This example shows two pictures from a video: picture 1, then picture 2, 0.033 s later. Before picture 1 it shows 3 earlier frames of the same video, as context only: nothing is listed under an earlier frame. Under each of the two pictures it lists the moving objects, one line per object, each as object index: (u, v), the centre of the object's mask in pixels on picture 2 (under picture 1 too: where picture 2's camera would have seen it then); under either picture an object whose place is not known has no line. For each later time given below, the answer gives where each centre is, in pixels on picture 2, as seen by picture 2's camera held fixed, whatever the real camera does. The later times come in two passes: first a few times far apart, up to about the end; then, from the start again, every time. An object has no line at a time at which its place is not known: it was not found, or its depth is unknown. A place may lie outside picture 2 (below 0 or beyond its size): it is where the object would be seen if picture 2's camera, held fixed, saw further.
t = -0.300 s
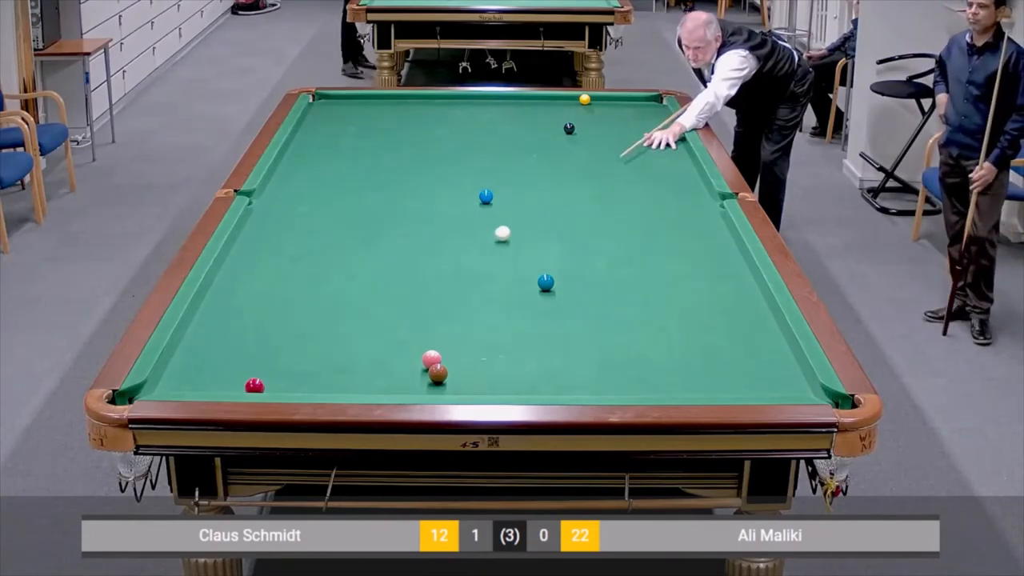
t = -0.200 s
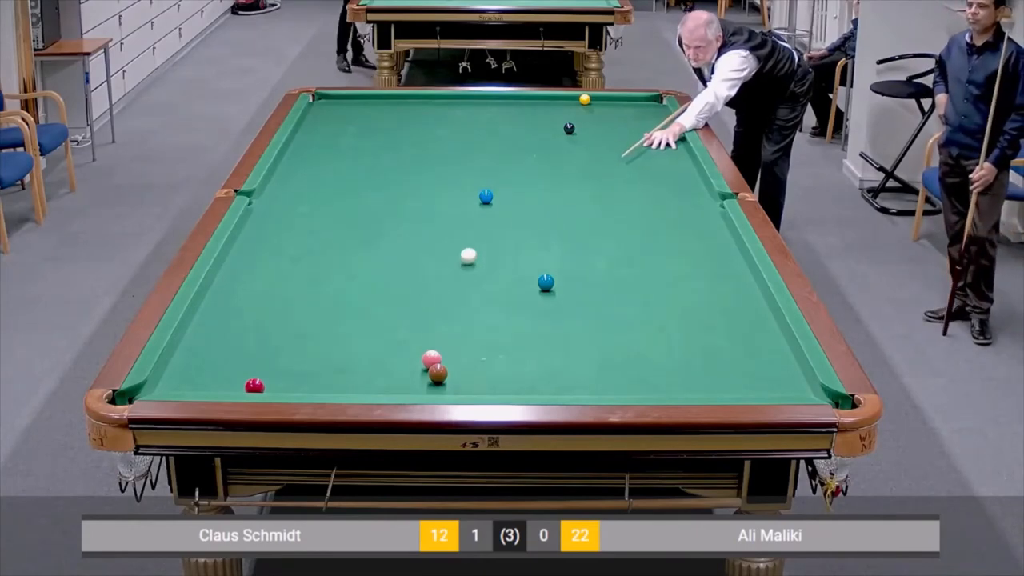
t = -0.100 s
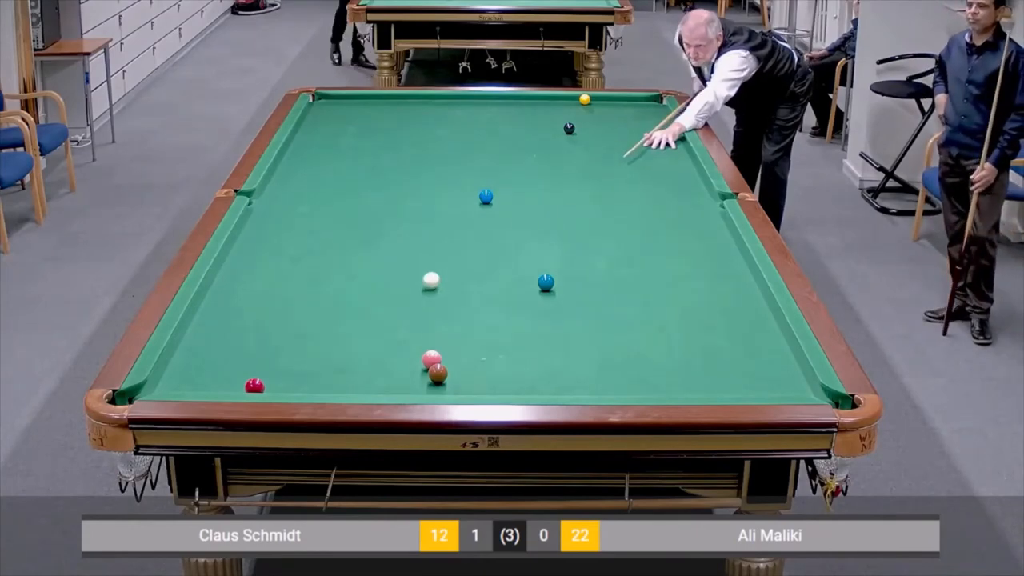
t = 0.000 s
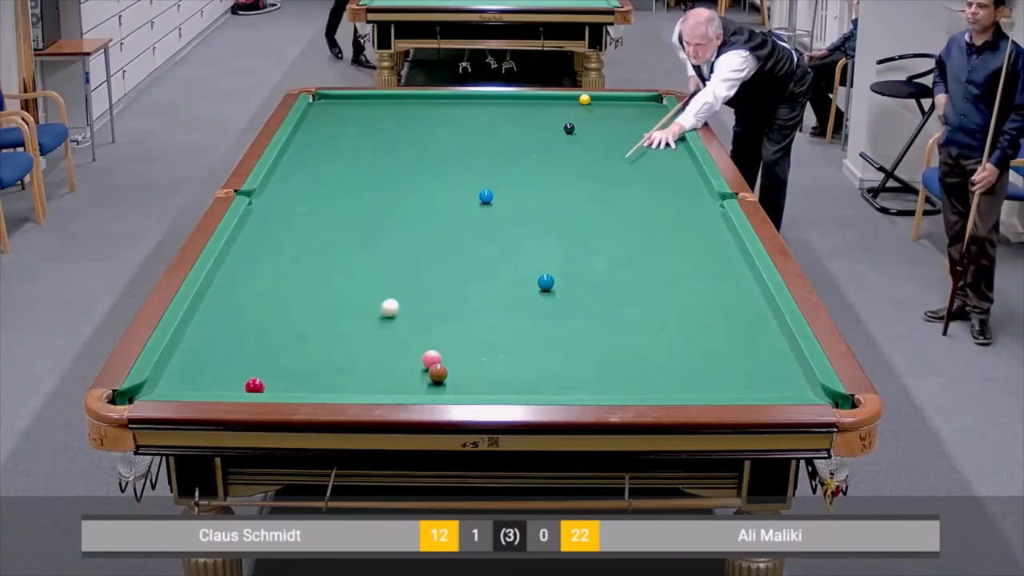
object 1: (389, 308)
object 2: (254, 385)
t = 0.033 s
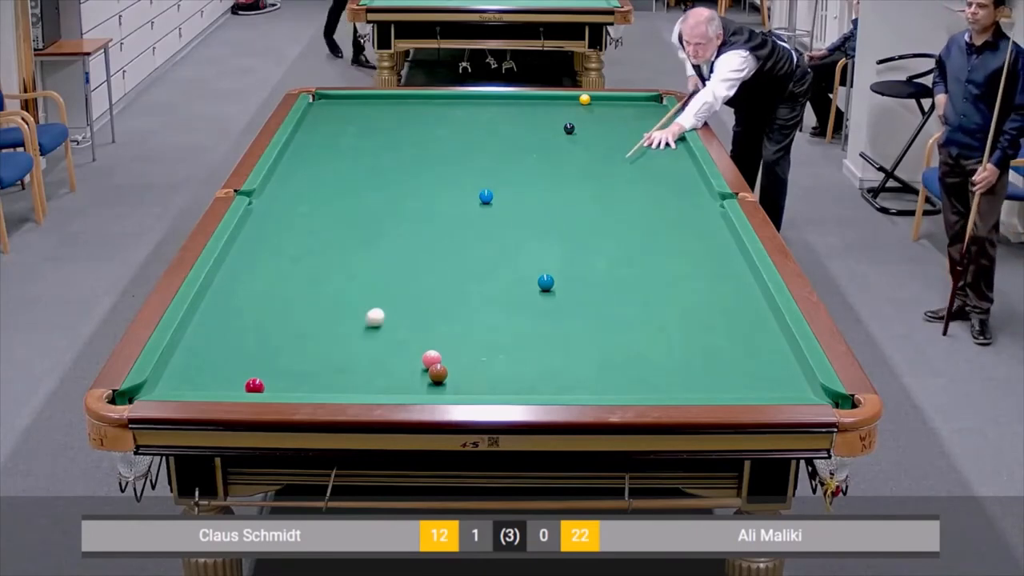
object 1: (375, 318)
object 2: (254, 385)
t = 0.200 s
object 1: (294, 372)
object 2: (254, 385)
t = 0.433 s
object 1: (312, 364)
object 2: (163, 378)
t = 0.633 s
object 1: (337, 337)
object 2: (218, 366)
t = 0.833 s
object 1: (350, 318)
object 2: (274, 355)
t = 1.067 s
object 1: (365, 298)
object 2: (335, 344)
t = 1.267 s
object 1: (376, 283)
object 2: (385, 335)
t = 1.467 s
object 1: (386, 269)
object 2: (432, 326)
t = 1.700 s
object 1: (398, 254)
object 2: (483, 316)
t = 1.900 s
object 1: (407, 243)
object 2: (524, 308)
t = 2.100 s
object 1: (415, 232)
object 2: (562, 301)
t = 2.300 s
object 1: (423, 222)
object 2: (598, 294)
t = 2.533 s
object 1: (431, 212)
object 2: (637, 287)
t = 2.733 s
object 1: (438, 204)
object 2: (668, 281)
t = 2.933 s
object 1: (444, 196)
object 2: (697, 276)
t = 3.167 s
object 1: (451, 188)
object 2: (729, 271)
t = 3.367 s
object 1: (456, 182)
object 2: (744, 266)
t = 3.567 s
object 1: (461, 176)
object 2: (727, 263)
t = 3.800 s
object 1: (466, 170)
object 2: (709, 259)
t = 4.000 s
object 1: (471, 165)
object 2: (694, 256)
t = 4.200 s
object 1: (474, 160)
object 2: (682, 254)
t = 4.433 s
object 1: (479, 155)
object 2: (668, 251)
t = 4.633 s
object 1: (482, 152)
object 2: (657, 249)
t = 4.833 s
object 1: (485, 148)
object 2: (648, 247)
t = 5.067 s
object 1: (488, 144)
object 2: (639, 245)
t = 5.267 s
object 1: (490, 141)
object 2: (632, 244)
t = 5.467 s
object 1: (492, 139)
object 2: (625, 243)
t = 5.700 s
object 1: (495, 136)
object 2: (620, 242)
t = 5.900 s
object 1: (497, 134)
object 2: (616, 241)
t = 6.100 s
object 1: (498, 132)
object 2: (613, 241)
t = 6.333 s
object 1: (500, 131)
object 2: (611, 241)
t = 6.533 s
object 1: (501, 129)
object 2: (610, 240)
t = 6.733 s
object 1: (502, 128)
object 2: (610, 240)
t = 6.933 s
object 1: (503, 127)
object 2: (610, 240)
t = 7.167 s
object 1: (503, 127)
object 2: (610, 240)
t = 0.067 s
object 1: (360, 328)
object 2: (254, 385)
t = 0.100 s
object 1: (344, 338)
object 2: (254, 385)
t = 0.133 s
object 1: (328, 349)
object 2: (254, 385)
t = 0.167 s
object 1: (311, 360)
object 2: (254, 385)
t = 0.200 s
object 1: (294, 372)
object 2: (254, 385)
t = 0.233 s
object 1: (276, 382)
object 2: (254, 385)
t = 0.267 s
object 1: (277, 388)
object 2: (235, 387)
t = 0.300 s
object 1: (284, 386)
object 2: (216, 387)
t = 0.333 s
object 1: (292, 382)
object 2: (202, 385)
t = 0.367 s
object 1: (299, 376)
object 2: (188, 383)
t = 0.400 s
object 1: (306, 370)
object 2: (175, 381)
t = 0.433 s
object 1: (312, 364)
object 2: (163, 378)
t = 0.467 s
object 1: (317, 359)
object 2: (164, 375)
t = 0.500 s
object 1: (323, 354)
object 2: (176, 373)
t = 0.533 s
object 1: (327, 349)
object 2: (188, 371)
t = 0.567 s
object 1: (331, 345)
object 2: (198, 370)
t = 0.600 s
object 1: (334, 341)
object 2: (208, 368)
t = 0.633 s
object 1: (337, 337)
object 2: (218, 366)
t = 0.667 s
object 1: (339, 334)
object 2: (227, 364)
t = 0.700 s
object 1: (341, 331)
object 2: (237, 362)
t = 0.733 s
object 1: (344, 328)
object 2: (246, 360)
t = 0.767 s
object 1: (346, 324)
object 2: (256, 359)
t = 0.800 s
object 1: (348, 321)
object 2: (265, 357)
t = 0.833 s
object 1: (350, 318)
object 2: (274, 355)
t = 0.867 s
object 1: (352, 315)
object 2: (283, 354)
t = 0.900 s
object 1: (354, 312)
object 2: (292, 352)
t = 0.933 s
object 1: (357, 309)
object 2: (301, 350)
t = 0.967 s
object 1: (358, 307)
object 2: (310, 349)
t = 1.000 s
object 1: (360, 304)
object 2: (318, 347)
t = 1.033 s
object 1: (363, 301)
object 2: (327, 346)
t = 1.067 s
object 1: (365, 298)
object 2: (335, 344)
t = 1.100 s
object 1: (366, 295)
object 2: (344, 342)
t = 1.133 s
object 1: (368, 293)
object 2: (352, 340)
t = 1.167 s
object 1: (370, 290)
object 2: (360, 339)
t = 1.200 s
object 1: (372, 288)
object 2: (369, 338)
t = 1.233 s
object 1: (374, 285)
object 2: (377, 336)
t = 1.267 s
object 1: (376, 283)
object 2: (385, 335)
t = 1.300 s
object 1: (377, 281)
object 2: (393, 333)
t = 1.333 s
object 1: (379, 278)
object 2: (401, 331)
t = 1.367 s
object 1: (381, 276)
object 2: (408, 330)
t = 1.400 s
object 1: (383, 273)
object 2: (416, 329)
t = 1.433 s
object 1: (385, 271)
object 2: (424, 327)
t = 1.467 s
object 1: (386, 269)
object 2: (432, 326)
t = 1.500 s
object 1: (388, 267)
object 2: (439, 324)
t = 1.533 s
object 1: (389, 265)
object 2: (447, 323)
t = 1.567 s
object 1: (391, 262)
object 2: (454, 322)
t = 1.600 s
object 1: (393, 260)
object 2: (461, 320)
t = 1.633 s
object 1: (394, 258)
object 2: (468, 319)
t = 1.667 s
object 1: (396, 256)
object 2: (476, 318)
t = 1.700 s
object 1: (398, 254)
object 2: (483, 316)
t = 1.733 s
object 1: (399, 252)
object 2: (490, 315)
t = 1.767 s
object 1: (401, 250)
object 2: (497, 314)
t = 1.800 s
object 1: (402, 248)
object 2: (503, 313)
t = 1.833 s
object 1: (404, 246)
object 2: (510, 311)
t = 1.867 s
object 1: (405, 244)
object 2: (517, 310)
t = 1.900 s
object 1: (407, 243)
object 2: (524, 308)
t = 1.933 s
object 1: (408, 241)
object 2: (530, 307)
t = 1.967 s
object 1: (409, 239)
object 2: (537, 306)
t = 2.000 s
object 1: (411, 237)
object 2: (543, 305)
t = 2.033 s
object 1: (412, 235)
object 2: (549, 303)
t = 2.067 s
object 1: (413, 234)
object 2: (556, 302)
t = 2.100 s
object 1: (415, 232)
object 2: (562, 301)
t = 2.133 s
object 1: (416, 230)
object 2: (568, 300)
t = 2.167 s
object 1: (417, 229)
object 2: (574, 299)
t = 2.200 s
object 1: (419, 227)
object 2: (580, 298)
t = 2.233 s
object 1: (420, 225)
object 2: (586, 297)
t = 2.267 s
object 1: (421, 224)
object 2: (592, 295)
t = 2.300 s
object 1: (423, 222)
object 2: (598, 294)
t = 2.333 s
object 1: (424, 221)
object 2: (604, 293)
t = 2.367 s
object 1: (425, 219)
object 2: (609, 292)
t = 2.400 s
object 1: (427, 218)
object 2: (615, 291)
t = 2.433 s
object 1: (428, 216)
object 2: (621, 290)
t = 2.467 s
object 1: (429, 215)
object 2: (626, 289)
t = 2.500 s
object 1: (430, 213)
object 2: (632, 288)
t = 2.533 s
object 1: (431, 212)
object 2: (637, 287)
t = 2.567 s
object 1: (432, 210)
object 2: (642, 286)
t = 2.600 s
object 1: (433, 209)
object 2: (648, 285)
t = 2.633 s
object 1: (435, 208)
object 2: (653, 284)
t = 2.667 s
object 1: (436, 206)
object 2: (658, 283)
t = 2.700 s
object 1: (437, 205)
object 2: (663, 282)
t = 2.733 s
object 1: (438, 204)
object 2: (668, 281)
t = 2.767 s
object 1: (439, 202)
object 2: (673, 281)
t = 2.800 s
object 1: (440, 201)
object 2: (678, 279)
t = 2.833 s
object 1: (441, 200)
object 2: (683, 279)
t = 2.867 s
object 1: (442, 198)
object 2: (688, 278)
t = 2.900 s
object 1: (443, 197)
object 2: (693, 277)
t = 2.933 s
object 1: (444, 196)
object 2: (697, 276)
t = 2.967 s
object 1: (445, 195)
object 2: (702, 276)
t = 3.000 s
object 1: (446, 194)
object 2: (706, 275)
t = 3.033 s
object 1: (447, 193)
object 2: (711, 274)
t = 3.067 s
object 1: (448, 191)
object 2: (716, 273)
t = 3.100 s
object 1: (449, 190)
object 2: (720, 272)
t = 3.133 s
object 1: (450, 189)
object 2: (725, 271)
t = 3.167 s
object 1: (451, 188)
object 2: (729, 271)
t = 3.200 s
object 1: (452, 187)
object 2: (734, 270)
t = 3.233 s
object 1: (453, 186)
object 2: (738, 269)
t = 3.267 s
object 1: (454, 185)
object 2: (742, 268)
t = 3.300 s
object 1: (455, 184)
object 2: (746, 268)
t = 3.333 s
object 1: (455, 183)
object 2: (749, 267)
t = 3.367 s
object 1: (456, 182)
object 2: (744, 266)
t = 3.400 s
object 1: (457, 180)
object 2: (741, 266)
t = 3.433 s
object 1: (458, 180)
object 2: (738, 265)
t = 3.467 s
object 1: (459, 179)
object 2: (735, 265)
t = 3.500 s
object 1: (460, 178)
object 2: (732, 264)
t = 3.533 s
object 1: (460, 177)
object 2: (729, 264)
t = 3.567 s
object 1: (461, 176)
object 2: (727, 263)
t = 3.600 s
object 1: (462, 175)
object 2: (724, 262)
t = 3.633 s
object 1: (463, 174)
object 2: (722, 262)
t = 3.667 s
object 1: (463, 173)
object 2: (719, 261)
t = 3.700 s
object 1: (464, 172)
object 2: (716, 261)
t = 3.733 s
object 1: (465, 171)
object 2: (714, 260)
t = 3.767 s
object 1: (466, 170)
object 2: (711, 260)
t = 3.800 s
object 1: (466, 170)
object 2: (709, 259)
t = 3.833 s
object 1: (467, 169)
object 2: (707, 259)
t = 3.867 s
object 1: (468, 168)
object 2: (704, 258)
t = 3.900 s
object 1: (469, 167)
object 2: (702, 258)
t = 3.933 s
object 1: (469, 166)
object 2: (699, 257)
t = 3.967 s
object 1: (470, 166)
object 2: (697, 257)
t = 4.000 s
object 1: (471, 165)
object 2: (694, 256)
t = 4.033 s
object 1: (471, 164)
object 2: (693, 256)
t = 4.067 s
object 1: (472, 163)
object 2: (690, 256)
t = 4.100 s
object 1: (473, 162)
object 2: (688, 255)
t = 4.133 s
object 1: (473, 161)
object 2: (686, 255)
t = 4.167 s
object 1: (474, 161)
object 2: (684, 254)
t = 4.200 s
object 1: (474, 160)
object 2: (682, 254)
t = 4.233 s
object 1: (475, 159)
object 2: (680, 253)
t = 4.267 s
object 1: (476, 159)
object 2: (678, 253)
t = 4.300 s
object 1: (476, 158)
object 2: (676, 253)
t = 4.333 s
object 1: (477, 157)
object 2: (674, 252)
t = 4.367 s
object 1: (477, 157)
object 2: (672, 252)
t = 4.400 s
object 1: (478, 156)
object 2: (670, 251)
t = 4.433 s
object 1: (479, 155)
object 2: (668, 251)
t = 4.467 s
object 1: (479, 155)
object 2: (666, 251)
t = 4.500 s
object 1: (479, 154)
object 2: (665, 251)
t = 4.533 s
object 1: (480, 153)
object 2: (663, 250)
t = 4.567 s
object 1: (481, 153)
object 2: (661, 250)
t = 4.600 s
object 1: (481, 152)
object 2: (659, 249)
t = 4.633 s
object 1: (482, 152)
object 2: (657, 249)
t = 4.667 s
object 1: (482, 151)
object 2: (656, 249)
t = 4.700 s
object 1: (483, 150)
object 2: (654, 249)
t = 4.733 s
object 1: (483, 150)
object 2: (653, 248)
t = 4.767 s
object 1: (483, 149)
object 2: (651, 248)
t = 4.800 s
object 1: (484, 149)
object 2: (650, 247)
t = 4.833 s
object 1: (485, 148)
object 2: (648, 247)
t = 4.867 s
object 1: (485, 148)
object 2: (647, 247)
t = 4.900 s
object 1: (485, 147)
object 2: (646, 247)
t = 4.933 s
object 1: (486, 146)
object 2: (644, 246)
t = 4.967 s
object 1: (486, 146)
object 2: (643, 246)
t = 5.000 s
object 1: (487, 145)
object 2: (642, 246)
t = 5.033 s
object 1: (487, 145)
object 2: (640, 245)
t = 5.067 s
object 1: (488, 144)
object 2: (639, 245)
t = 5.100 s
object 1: (488, 144)
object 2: (638, 245)
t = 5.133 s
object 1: (489, 143)
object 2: (636, 245)
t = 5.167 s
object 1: (489, 143)
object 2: (635, 245)
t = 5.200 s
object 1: (489, 142)
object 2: (634, 244)
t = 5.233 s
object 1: (490, 142)
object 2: (633, 244)
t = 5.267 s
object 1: (490, 141)
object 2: (632, 244)
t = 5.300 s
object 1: (491, 141)
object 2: (631, 244)
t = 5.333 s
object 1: (491, 141)
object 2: (629, 244)
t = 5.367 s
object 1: (491, 140)
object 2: (628, 243)
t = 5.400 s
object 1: (492, 140)
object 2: (627, 243)
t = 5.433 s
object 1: (492, 139)
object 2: (627, 243)
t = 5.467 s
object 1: (492, 139)
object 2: (625, 243)
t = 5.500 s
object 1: (493, 139)
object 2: (624, 243)
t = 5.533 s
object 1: (493, 138)
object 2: (623, 243)
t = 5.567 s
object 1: (494, 138)
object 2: (623, 242)
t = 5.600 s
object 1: (494, 137)
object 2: (622, 242)
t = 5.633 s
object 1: (494, 137)
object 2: (621, 242)
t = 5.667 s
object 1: (495, 136)
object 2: (620, 242)
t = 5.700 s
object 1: (495, 136)
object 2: (620, 242)
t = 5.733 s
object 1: (495, 136)
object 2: (619, 242)
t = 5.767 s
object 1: (496, 135)
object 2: (618, 242)
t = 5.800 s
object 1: (496, 135)
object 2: (617, 242)
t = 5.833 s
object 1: (496, 135)
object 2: (617, 242)
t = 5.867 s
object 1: (497, 134)
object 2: (616, 241)
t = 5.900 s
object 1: (497, 134)
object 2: (616, 241)
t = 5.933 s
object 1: (497, 134)
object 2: (615, 241)
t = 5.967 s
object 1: (497, 133)
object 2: (614, 241)
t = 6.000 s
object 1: (498, 133)
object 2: (614, 241)
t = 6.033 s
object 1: (498, 133)
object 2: (613, 241)
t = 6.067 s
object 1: (498, 133)
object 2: (613, 241)
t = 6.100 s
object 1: (498, 132)
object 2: (613, 241)
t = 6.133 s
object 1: (499, 132)
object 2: (612, 241)
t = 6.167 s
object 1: (499, 132)
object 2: (612, 241)
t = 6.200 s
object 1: (499, 132)
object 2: (612, 241)
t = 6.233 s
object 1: (500, 131)
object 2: (611, 241)
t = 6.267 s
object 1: (500, 131)
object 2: (611, 241)
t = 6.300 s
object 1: (500, 131)
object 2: (611, 241)
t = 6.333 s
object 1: (500, 131)
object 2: (611, 241)
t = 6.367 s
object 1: (500, 130)
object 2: (610, 241)
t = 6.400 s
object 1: (501, 130)
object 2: (610, 241)
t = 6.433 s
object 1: (501, 130)
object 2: (610, 241)
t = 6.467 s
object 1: (501, 130)
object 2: (610, 240)
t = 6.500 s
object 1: (501, 130)
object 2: (610, 240)
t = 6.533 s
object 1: (501, 129)
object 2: (610, 240)
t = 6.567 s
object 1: (501, 129)
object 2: (610, 240)
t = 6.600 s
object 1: (502, 129)
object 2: (610, 241)
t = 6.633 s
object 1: (502, 129)
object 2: (610, 241)
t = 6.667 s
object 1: (502, 129)
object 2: (610, 240)
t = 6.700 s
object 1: (502, 128)
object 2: (610, 240)
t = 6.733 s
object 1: (502, 128)
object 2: (610, 240)
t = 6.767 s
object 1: (502, 128)
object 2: (610, 240)
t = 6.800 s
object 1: (502, 128)
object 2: (610, 240)
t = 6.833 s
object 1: (503, 128)
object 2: (610, 240)
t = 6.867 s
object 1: (503, 128)
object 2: (610, 240)
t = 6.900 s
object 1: (503, 128)
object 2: (610, 240)
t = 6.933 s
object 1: (503, 127)
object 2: (610, 240)
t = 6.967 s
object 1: (503, 127)
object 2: (610, 240)
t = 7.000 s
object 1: (503, 127)
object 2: (610, 240)
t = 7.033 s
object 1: (503, 127)
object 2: (610, 240)
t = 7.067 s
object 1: (503, 127)
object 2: (610, 240)
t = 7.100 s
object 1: (503, 127)
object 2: (610, 240)
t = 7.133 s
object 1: (503, 127)
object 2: (610, 240)
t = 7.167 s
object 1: (503, 127)
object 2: (610, 240)
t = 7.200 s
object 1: (503, 126)
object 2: (610, 240)
